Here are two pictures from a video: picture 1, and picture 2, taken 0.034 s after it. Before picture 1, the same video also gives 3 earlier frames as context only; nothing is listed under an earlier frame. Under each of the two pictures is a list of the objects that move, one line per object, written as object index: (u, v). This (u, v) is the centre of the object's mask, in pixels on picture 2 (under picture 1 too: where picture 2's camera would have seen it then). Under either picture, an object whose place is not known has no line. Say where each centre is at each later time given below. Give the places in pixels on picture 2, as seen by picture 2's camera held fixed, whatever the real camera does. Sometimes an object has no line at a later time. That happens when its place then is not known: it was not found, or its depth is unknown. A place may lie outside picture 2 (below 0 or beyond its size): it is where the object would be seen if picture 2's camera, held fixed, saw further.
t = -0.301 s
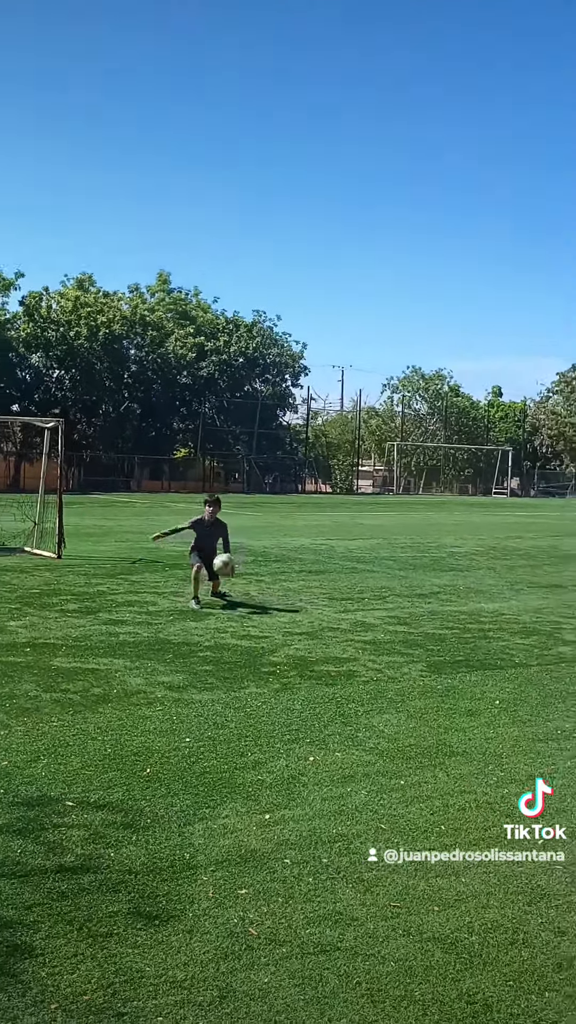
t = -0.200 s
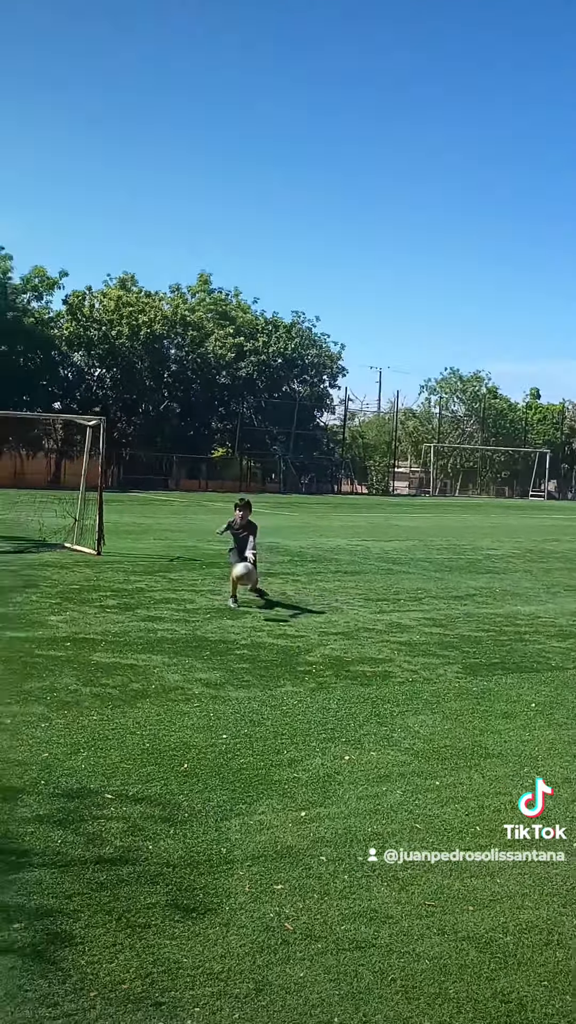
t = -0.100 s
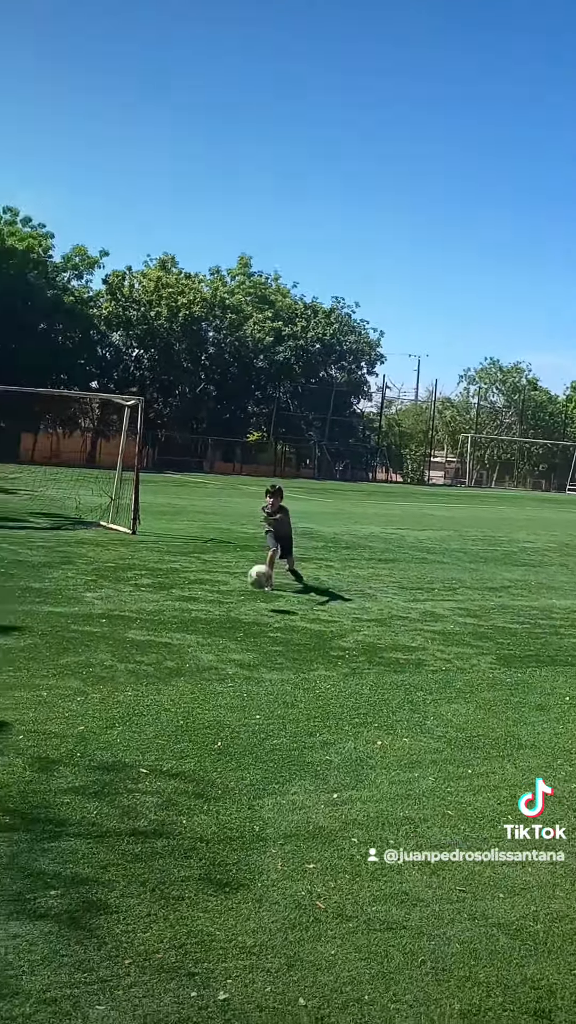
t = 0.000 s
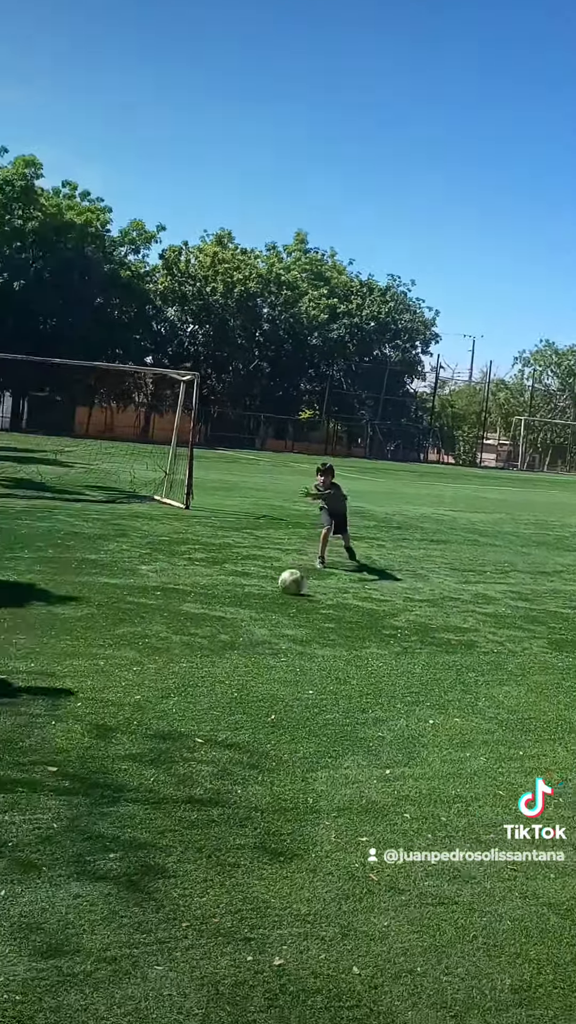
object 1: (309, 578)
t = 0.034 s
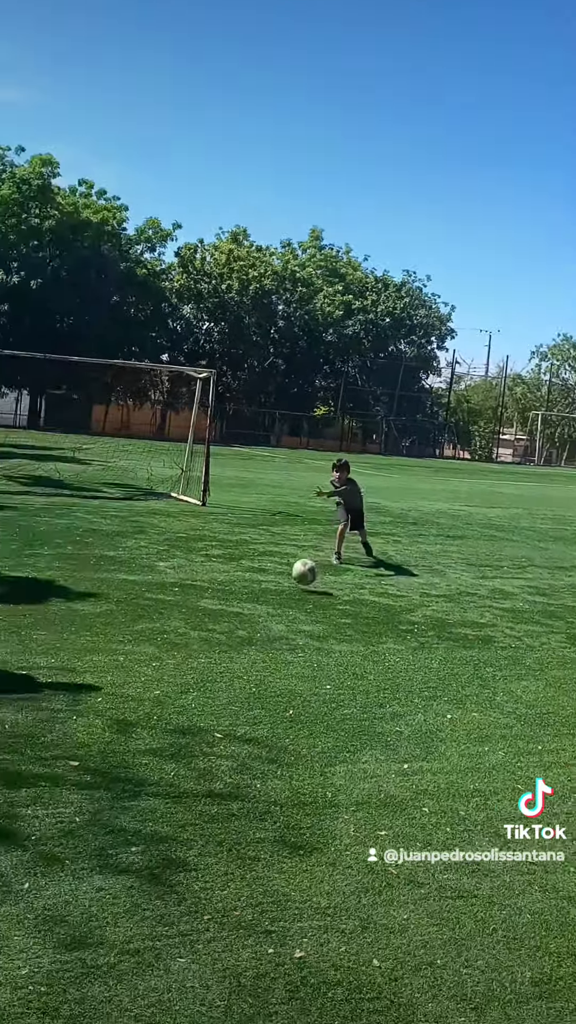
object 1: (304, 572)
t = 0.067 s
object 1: (301, 567)
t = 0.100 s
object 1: (298, 564)
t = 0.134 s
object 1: (296, 560)
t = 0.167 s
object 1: (292, 559)
